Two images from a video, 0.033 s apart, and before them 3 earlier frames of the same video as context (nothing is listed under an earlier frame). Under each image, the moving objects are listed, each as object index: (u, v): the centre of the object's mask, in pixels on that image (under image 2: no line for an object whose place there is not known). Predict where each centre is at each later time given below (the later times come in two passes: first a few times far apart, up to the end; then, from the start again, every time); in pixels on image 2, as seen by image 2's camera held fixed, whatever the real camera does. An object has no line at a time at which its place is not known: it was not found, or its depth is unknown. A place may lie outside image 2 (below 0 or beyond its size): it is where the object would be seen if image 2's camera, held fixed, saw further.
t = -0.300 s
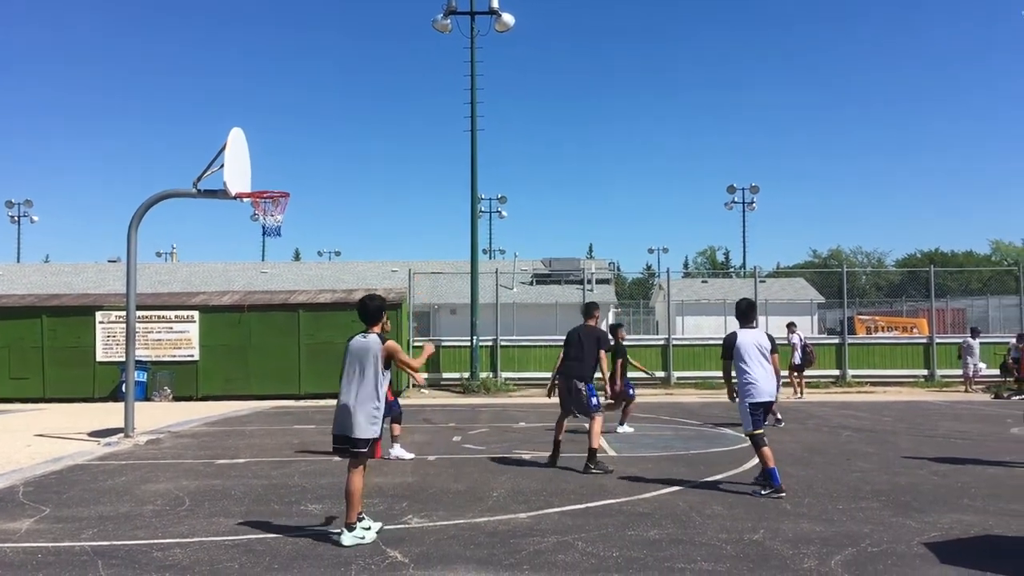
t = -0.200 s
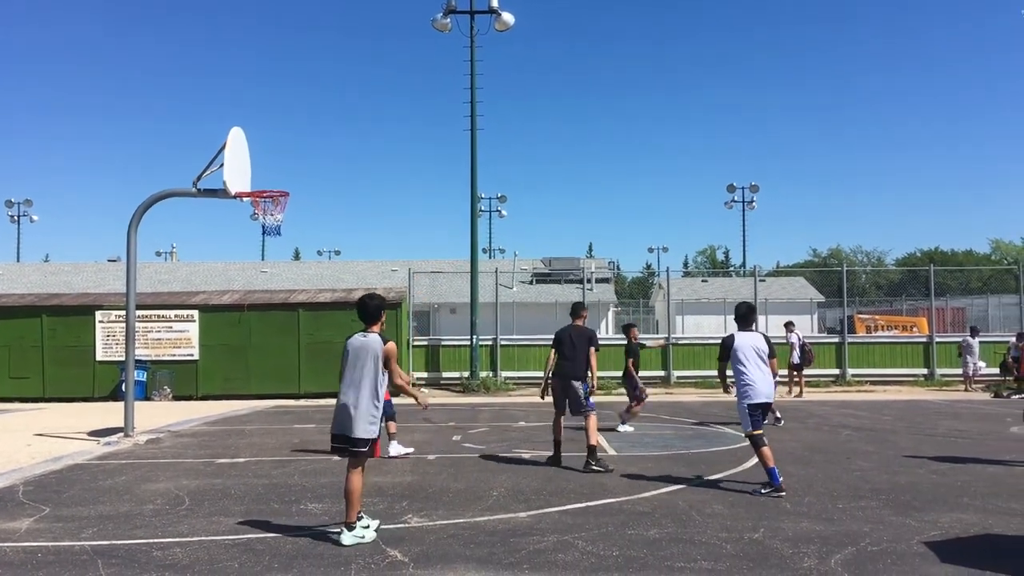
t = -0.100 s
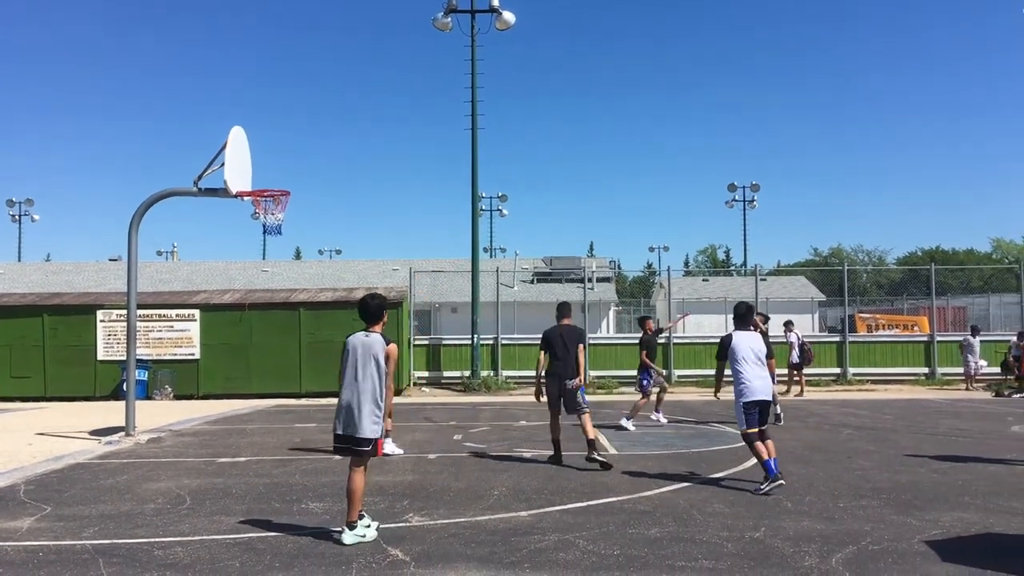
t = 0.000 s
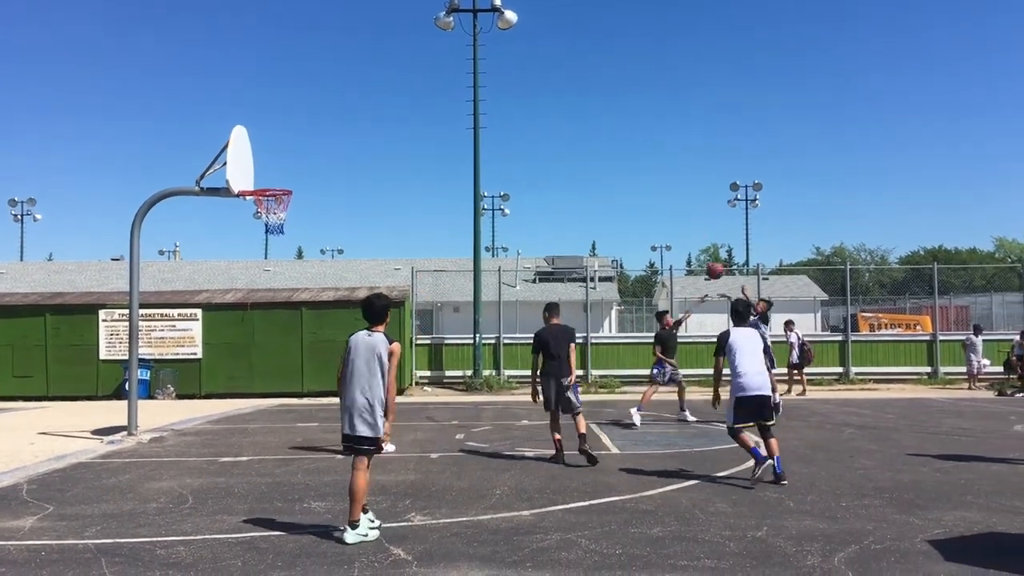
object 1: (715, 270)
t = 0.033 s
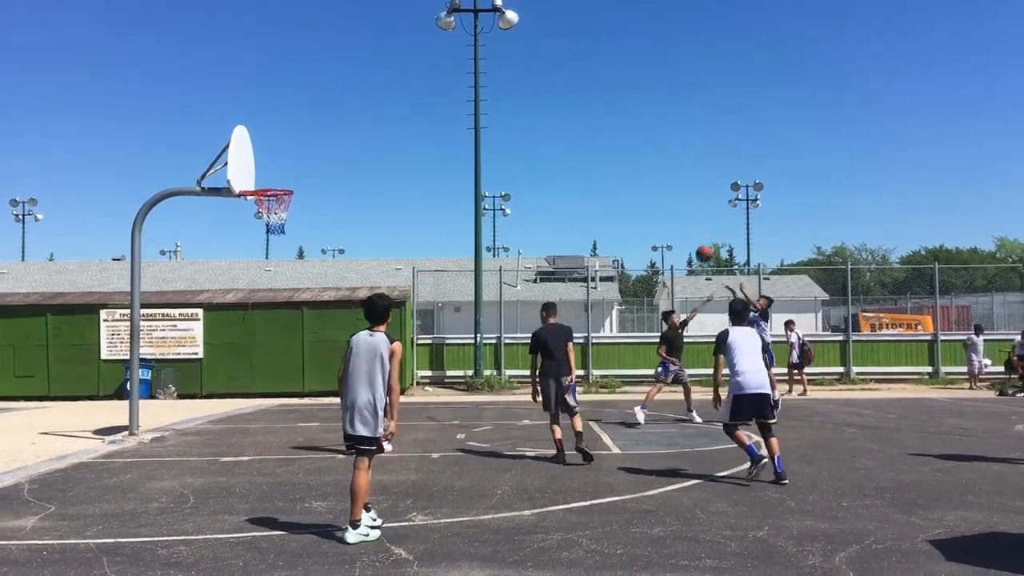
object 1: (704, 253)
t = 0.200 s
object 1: (648, 180)
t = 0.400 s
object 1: (580, 119)
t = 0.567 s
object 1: (524, 90)
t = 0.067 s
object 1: (693, 237)
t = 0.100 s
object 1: (681, 222)
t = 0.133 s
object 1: (670, 207)
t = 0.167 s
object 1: (659, 193)
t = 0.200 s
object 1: (648, 180)
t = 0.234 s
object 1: (637, 168)
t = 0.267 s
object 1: (625, 157)
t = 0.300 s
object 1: (614, 146)
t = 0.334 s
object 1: (603, 137)
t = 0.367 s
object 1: (591, 128)
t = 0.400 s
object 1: (580, 119)
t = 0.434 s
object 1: (569, 112)
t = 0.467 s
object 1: (557, 105)
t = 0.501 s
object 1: (546, 99)
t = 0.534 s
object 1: (535, 94)
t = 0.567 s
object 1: (524, 90)
